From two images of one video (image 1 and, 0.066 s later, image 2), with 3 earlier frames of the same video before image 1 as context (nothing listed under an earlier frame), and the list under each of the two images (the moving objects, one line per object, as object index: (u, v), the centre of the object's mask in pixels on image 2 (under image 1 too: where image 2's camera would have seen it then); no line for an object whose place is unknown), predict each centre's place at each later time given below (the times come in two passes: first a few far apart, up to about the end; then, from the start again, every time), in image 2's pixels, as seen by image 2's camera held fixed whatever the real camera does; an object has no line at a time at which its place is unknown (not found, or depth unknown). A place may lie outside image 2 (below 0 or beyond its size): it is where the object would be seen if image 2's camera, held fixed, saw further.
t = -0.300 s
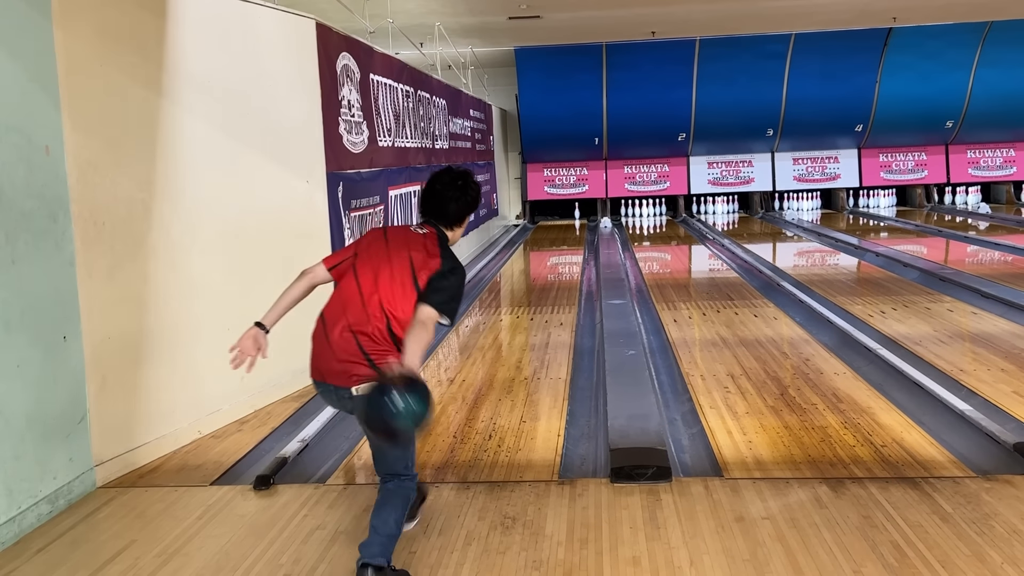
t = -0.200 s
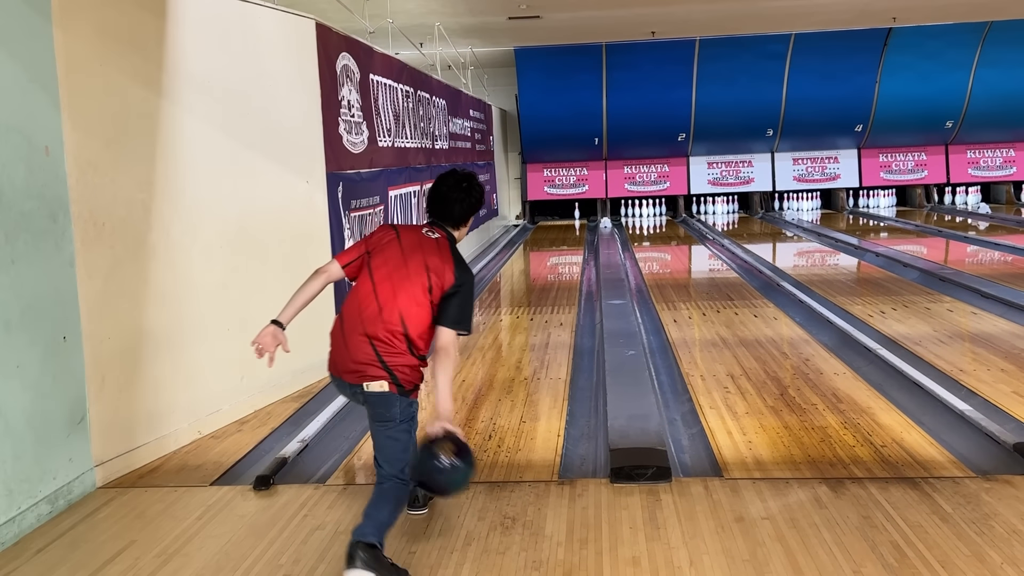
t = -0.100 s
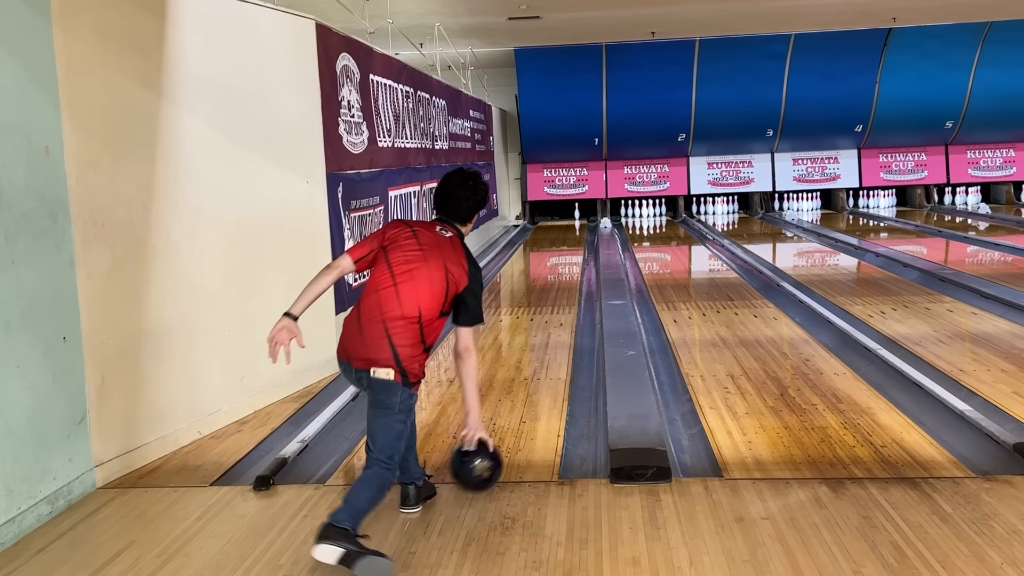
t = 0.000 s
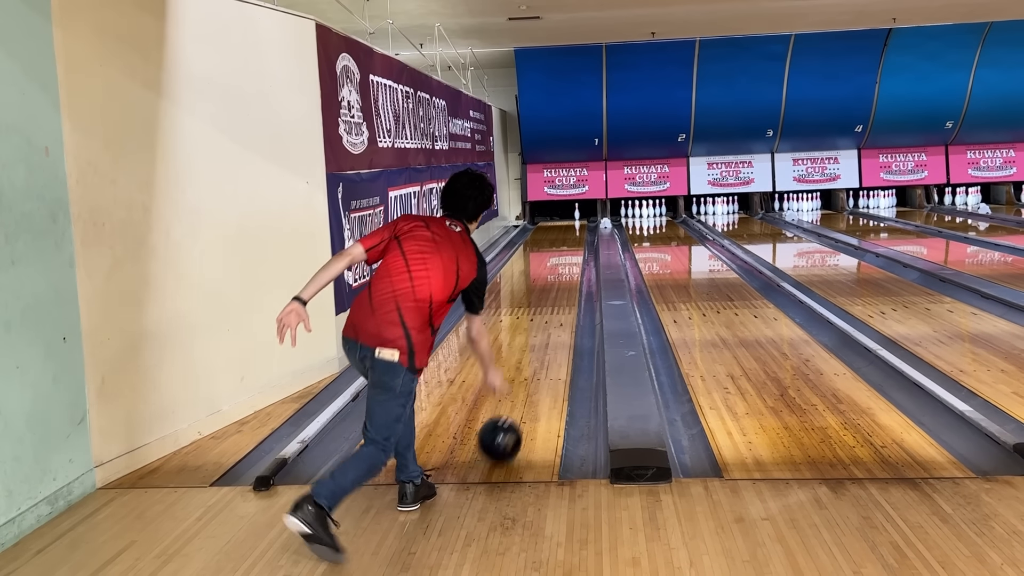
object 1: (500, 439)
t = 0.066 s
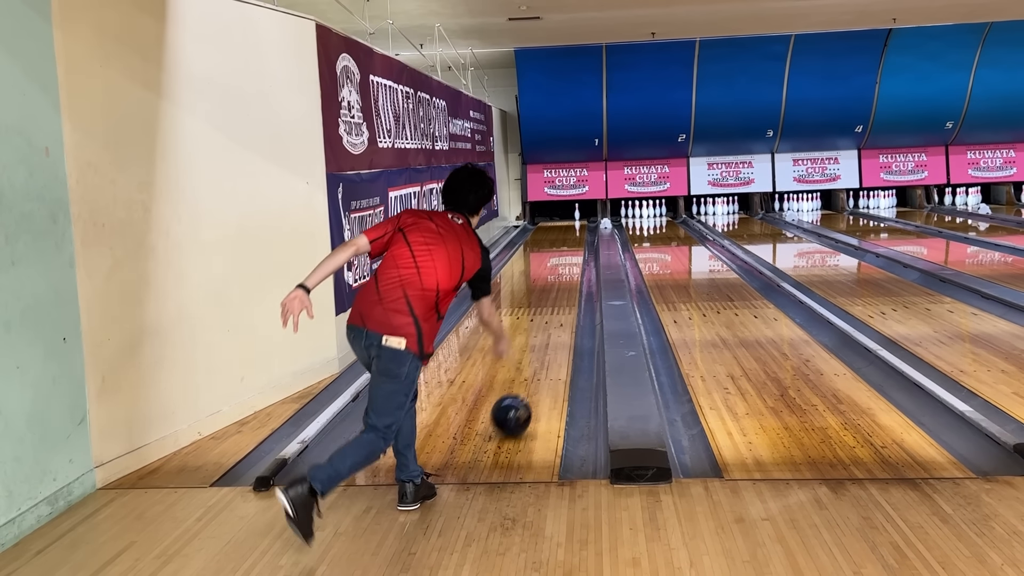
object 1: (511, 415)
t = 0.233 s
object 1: (533, 368)
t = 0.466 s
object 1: (553, 326)
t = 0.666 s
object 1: (564, 302)
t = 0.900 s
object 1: (574, 281)
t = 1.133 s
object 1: (582, 266)
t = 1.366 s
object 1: (590, 257)
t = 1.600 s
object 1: (591, 249)
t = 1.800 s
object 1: (589, 243)
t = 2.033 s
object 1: (590, 237)
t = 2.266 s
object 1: (589, 232)
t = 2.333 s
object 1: (589, 230)
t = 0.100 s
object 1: (516, 405)
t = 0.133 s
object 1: (521, 394)
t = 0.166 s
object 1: (525, 385)
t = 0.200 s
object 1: (529, 376)
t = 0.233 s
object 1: (533, 368)
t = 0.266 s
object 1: (536, 361)
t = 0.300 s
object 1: (539, 354)
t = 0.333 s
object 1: (542, 348)
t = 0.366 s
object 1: (545, 342)
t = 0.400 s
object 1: (548, 336)
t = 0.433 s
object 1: (550, 331)
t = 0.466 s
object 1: (553, 326)
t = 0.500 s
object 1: (555, 321)
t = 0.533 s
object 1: (557, 317)
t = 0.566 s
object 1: (559, 313)
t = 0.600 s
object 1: (561, 309)
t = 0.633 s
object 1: (563, 305)
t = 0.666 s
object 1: (564, 302)
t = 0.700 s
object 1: (566, 298)
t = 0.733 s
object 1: (568, 295)
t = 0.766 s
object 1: (569, 292)
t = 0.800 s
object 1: (570, 289)
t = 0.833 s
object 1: (572, 286)
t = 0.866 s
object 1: (573, 283)
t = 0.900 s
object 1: (574, 281)
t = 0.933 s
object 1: (575, 278)
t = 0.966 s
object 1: (577, 276)
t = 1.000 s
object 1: (578, 274)
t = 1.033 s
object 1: (579, 271)
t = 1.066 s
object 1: (580, 269)
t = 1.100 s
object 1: (581, 267)
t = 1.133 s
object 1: (582, 266)
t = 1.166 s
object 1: (584, 264)
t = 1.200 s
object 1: (585, 263)
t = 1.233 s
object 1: (587, 262)
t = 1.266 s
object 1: (589, 262)
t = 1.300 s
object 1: (591, 260)
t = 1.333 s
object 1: (591, 259)
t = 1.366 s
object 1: (590, 257)
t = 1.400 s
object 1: (589, 256)
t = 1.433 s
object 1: (589, 255)
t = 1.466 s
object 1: (588, 253)
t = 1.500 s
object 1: (589, 252)
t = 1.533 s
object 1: (589, 251)
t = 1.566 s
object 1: (590, 250)
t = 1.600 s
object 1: (591, 249)
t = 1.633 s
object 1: (591, 248)
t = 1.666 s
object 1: (591, 247)
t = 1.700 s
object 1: (591, 246)
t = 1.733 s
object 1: (590, 245)
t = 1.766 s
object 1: (590, 244)
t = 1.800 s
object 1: (589, 243)
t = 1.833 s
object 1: (589, 242)
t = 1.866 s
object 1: (589, 241)
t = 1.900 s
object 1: (589, 240)
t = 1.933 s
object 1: (590, 239)
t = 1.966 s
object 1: (590, 239)
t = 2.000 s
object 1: (590, 238)
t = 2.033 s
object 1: (590, 237)
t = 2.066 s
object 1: (590, 237)
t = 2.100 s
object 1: (590, 236)
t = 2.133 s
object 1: (590, 235)
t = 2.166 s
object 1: (589, 234)
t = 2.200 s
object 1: (589, 233)
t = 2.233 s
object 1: (589, 233)
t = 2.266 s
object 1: (589, 232)
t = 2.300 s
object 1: (589, 231)
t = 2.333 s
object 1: (589, 230)
